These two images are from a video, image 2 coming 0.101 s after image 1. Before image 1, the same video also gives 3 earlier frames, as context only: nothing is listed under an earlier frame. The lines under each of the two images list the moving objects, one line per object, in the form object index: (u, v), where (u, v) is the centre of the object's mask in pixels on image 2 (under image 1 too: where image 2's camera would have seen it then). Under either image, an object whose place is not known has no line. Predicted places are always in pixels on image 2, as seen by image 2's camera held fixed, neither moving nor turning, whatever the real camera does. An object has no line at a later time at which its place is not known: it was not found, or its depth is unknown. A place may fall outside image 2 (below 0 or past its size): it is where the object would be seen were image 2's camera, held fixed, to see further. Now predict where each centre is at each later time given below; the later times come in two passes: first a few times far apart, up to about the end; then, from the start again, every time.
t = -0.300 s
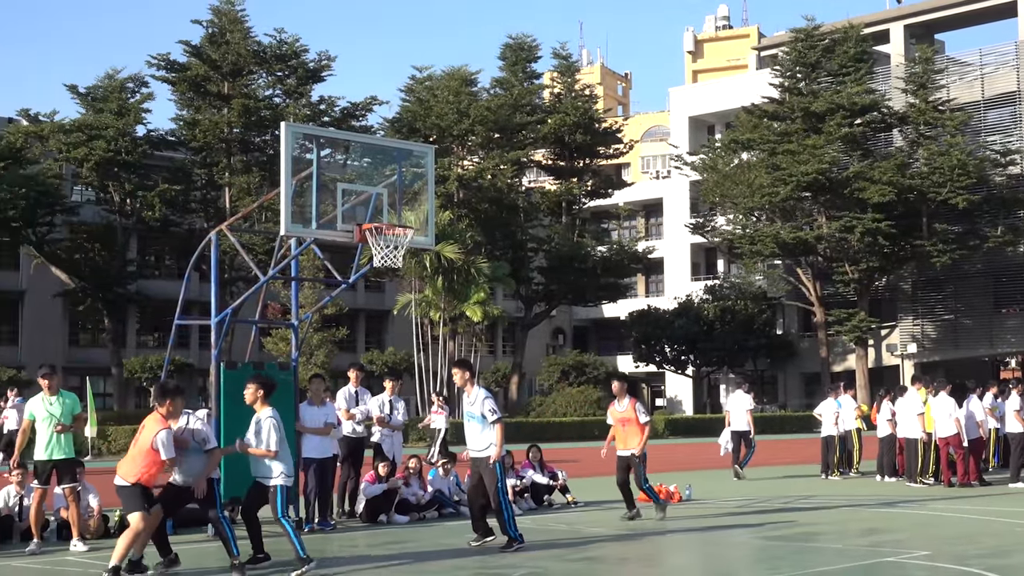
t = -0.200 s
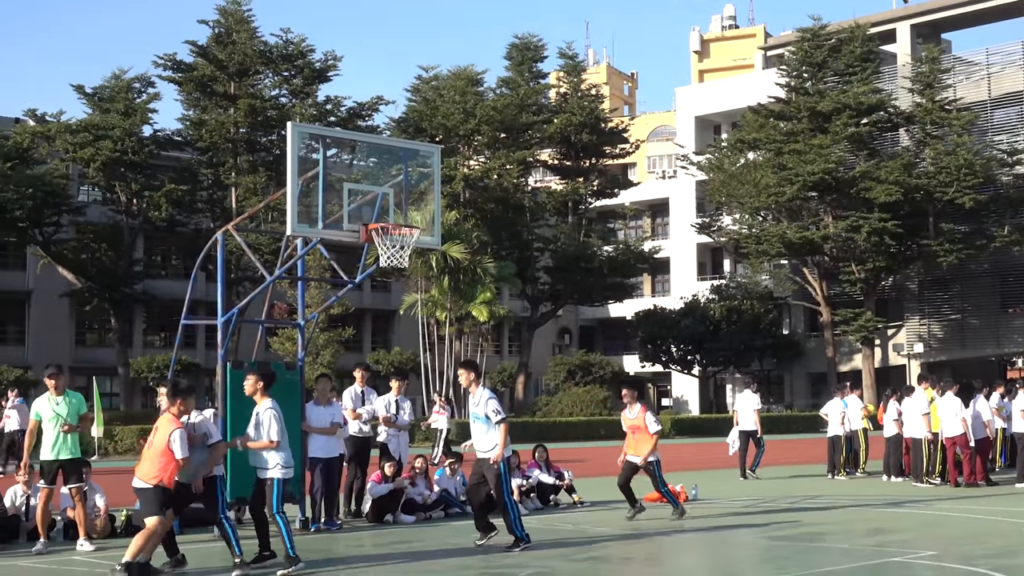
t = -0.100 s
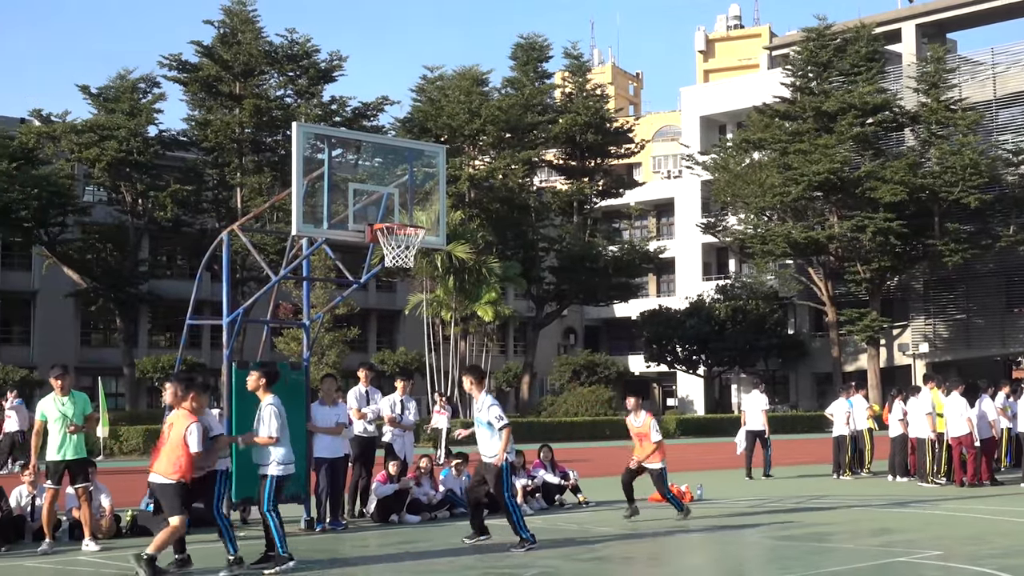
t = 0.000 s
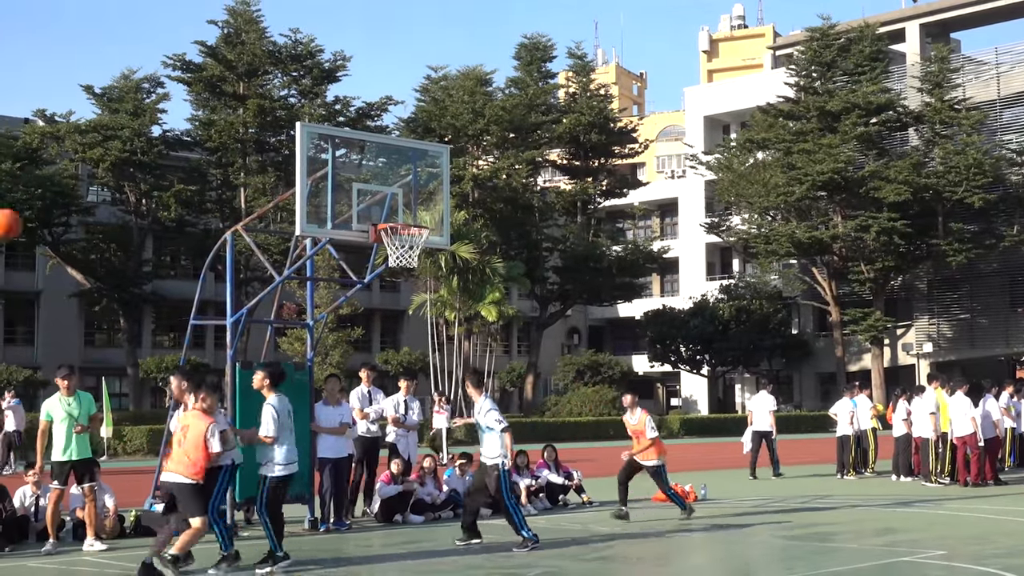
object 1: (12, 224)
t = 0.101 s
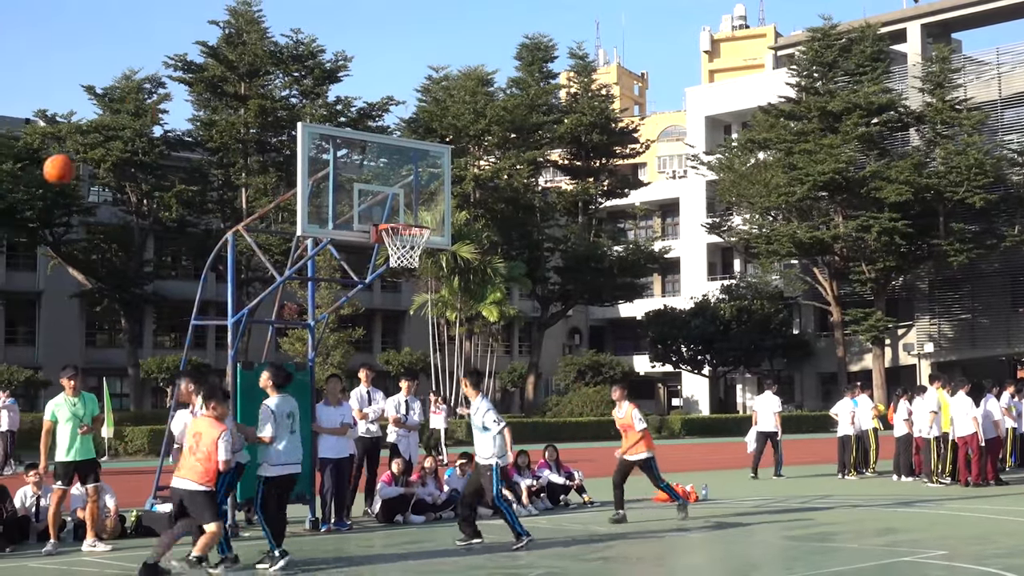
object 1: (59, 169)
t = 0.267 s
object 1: (140, 110)
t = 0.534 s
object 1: (255, 88)
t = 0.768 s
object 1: (344, 134)
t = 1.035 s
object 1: (410, 213)
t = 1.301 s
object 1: (350, 186)
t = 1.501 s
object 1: (301, 215)
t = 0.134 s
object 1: (75, 154)
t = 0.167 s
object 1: (92, 140)
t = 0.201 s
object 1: (108, 129)
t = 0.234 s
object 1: (125, 118)
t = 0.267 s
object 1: (140, 110)
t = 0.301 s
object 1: (156, 102)
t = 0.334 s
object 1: (171, 97)
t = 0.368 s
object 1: (186, 91)
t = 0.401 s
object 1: (201, 89)
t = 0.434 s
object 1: (214, 87)
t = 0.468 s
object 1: (228, 86)
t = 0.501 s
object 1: (241, 86)
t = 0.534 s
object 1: (255, 88)
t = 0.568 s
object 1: (268, 90)
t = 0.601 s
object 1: (282, 96)
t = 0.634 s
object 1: (295, 100)
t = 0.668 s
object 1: (307, 107)
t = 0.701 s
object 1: (320, 115)
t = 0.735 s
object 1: (332, 123)
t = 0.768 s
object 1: (344, 134)
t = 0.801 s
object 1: (356, 144)
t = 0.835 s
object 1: (367, 155)
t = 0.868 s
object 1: (379, 168)
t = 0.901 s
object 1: (390, 181)
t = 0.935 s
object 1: (401, 196)
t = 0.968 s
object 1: (412, 212)
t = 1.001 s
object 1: (417, 220)
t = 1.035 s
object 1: (410, 213)
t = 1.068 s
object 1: (402, 206)
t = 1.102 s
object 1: (395, 200)
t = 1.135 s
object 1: (388, 195)
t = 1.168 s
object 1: (381, 191)
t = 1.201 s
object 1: (373, 188)
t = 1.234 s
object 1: (366, 187)
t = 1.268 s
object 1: (358, 187)
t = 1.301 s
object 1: (350, 186)
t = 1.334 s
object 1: (341, 188)
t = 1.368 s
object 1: (334, 192)
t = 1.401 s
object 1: (326, 195)
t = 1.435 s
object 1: (317, 200)
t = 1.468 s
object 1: (308, 206)
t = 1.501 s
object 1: (301, 215)
